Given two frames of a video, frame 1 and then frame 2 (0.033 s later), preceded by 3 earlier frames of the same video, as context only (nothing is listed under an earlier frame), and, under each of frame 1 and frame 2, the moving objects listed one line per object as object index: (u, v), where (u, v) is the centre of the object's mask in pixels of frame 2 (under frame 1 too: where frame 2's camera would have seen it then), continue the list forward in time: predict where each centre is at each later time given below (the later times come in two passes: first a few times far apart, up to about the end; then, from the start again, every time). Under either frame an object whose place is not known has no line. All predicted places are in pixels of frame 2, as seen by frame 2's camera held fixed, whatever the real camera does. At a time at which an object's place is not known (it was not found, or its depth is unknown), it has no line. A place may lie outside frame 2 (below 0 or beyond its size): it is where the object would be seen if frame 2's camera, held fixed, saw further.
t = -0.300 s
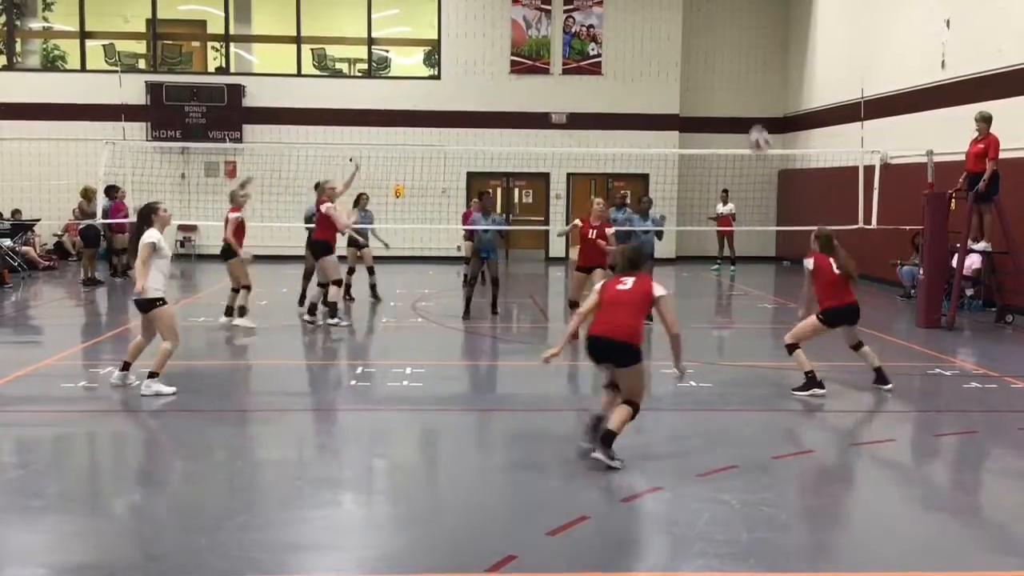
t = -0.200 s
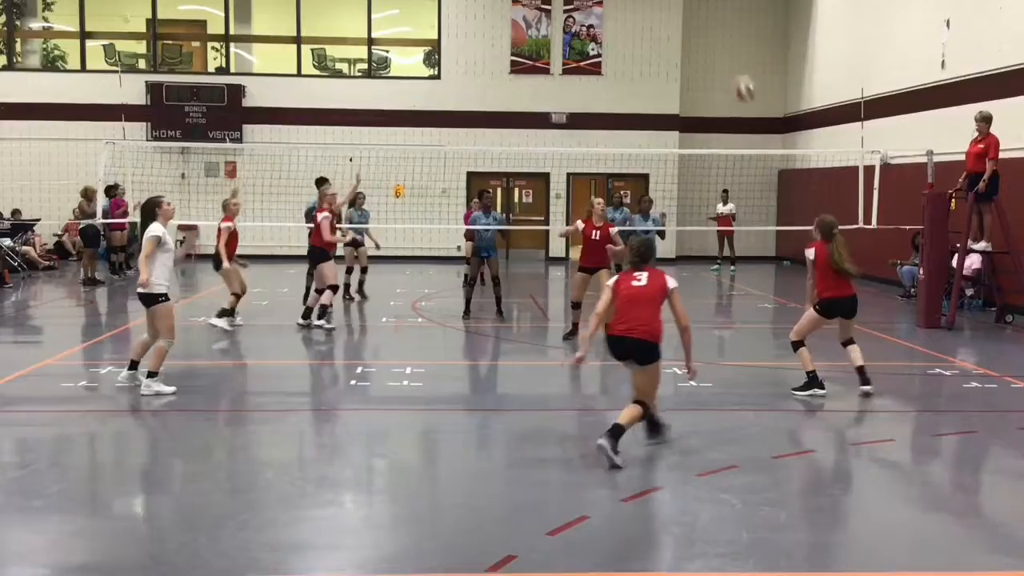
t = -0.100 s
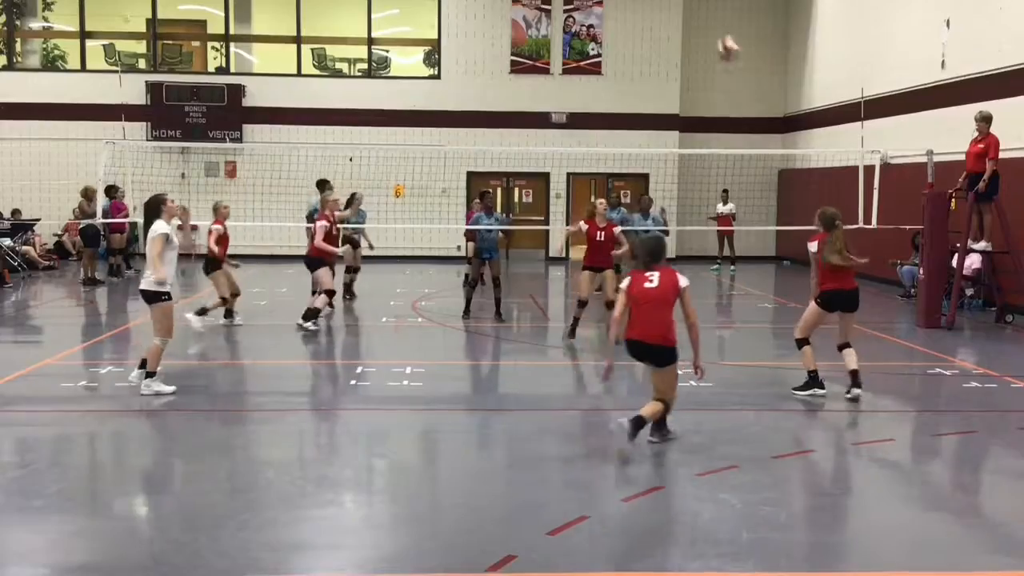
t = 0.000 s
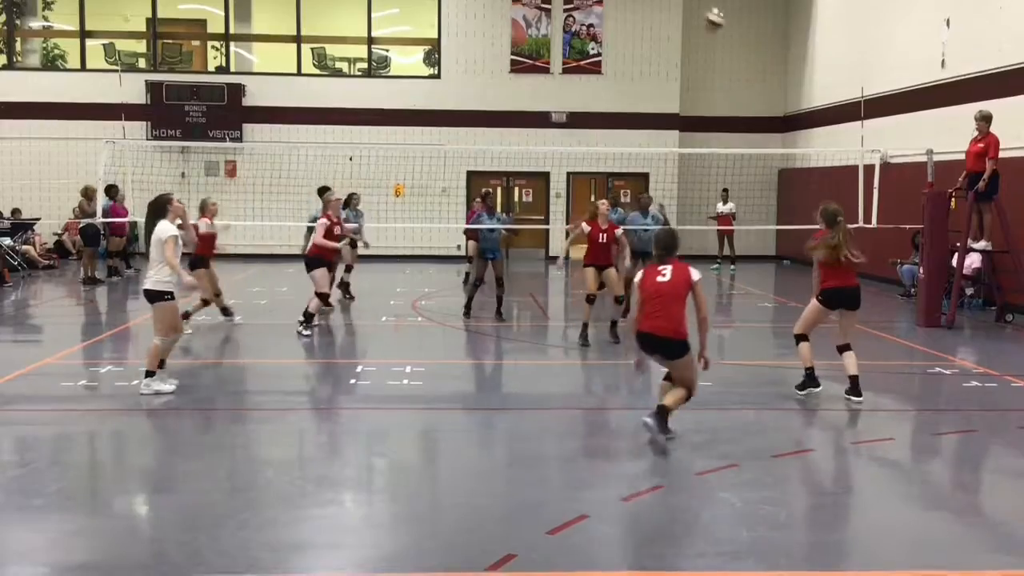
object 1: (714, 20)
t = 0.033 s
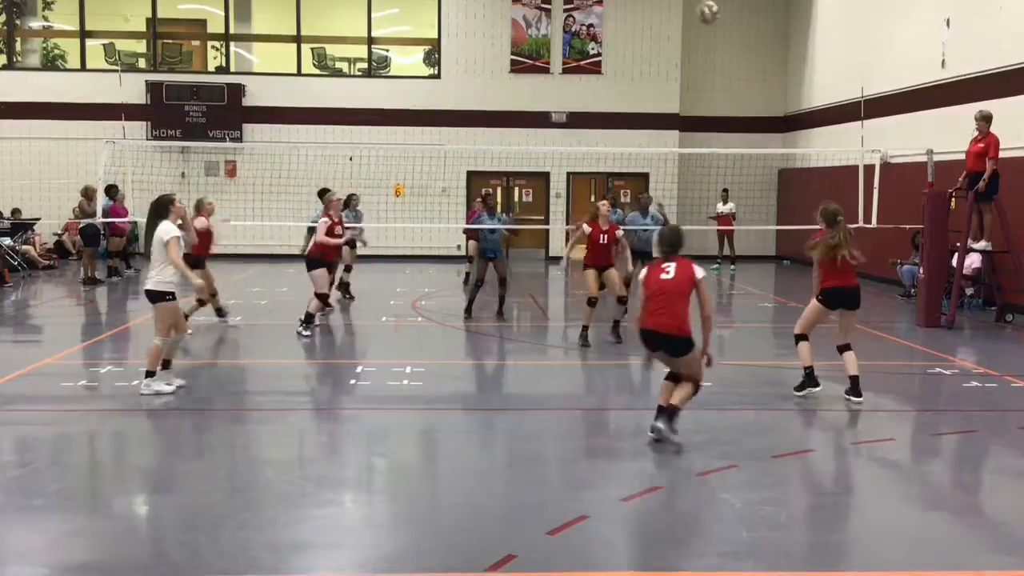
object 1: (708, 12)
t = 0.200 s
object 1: (684, 1)
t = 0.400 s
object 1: (656, 7)
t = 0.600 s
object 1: (630, 54)
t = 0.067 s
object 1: (703, 7)
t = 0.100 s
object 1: (699, 4)
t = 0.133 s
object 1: (694, 3)
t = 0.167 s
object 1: (688, 2)
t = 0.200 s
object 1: (684, 1)
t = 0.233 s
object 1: (679, 1)
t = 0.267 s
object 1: (674, 1)
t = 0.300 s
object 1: (670, 2)
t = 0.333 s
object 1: (665, 3)
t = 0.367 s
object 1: (661, 5)
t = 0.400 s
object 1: (656, 7)
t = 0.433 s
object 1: (652, 11)
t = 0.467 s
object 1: (648, 18)
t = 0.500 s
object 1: (643, 26)
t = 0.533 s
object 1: (639, 35)
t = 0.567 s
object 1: (634, 44)
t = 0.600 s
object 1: (630, 54)
